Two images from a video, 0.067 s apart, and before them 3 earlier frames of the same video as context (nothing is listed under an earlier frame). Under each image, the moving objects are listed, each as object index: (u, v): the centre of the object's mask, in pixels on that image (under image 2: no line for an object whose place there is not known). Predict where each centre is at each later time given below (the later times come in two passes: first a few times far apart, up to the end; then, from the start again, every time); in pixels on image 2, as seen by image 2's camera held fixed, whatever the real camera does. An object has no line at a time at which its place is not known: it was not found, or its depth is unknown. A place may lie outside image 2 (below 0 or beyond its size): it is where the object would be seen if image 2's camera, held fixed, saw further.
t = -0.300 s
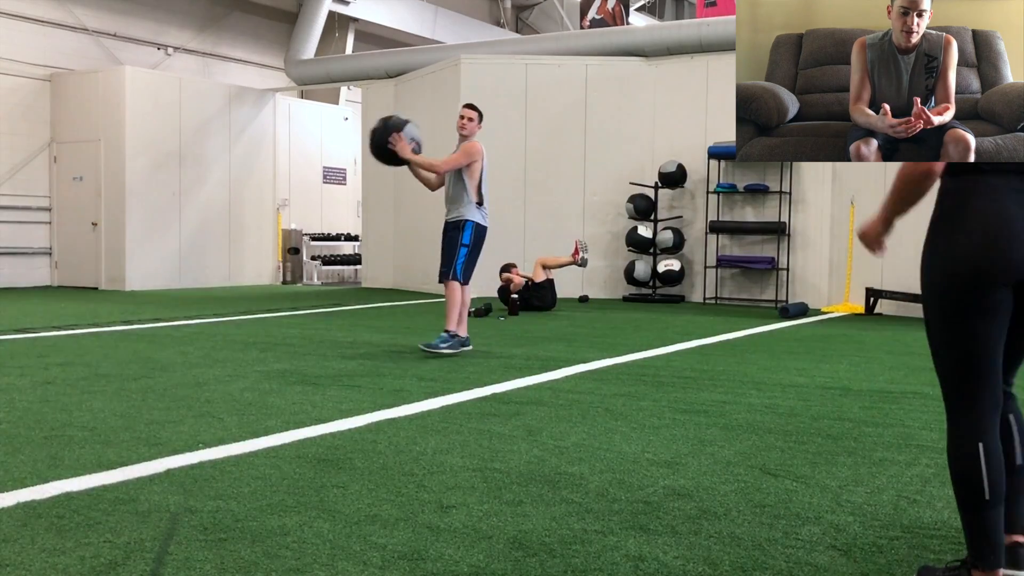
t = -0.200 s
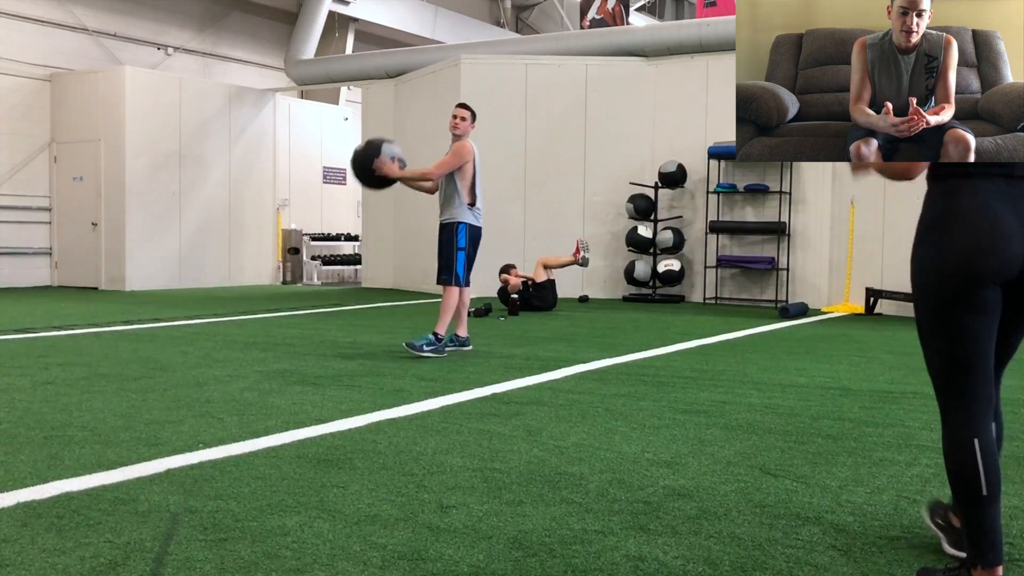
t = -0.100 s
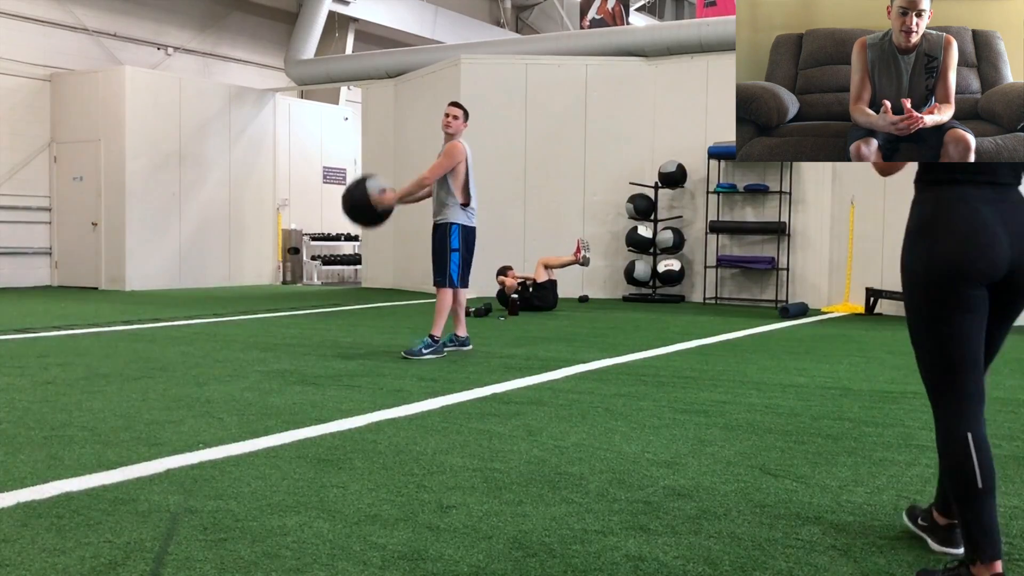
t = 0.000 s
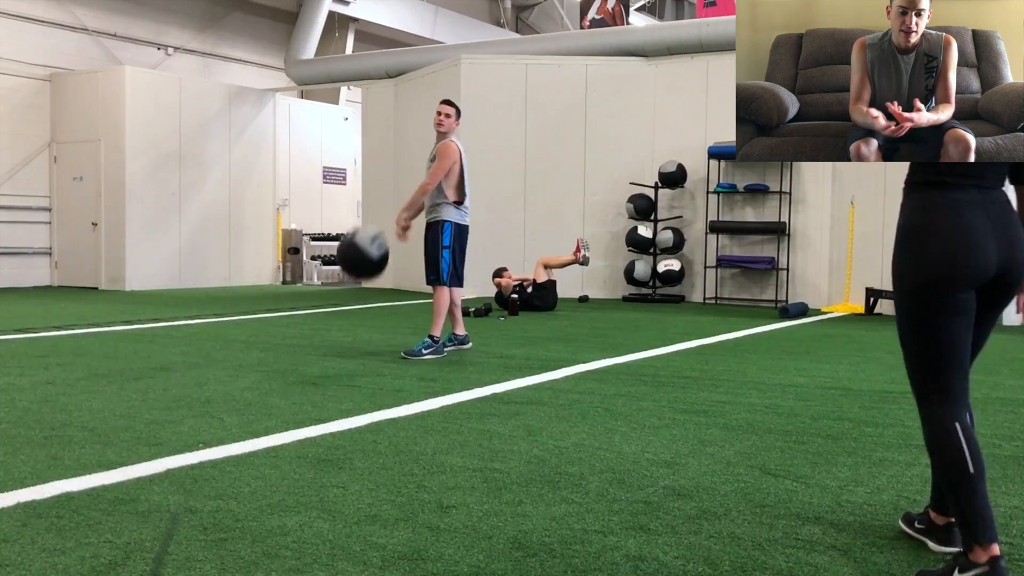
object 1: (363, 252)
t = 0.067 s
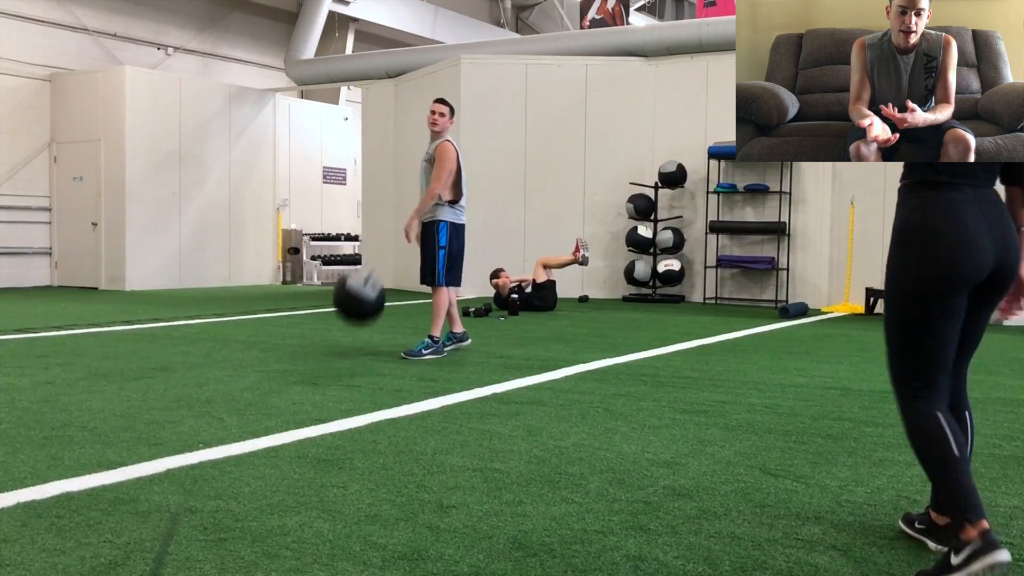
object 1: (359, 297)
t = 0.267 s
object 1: (347, 301)
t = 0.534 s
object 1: (331, 307)
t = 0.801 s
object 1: (319, 325)
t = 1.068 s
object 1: (311, 334)
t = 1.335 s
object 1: (305, 334)
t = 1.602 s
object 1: (303, 334)
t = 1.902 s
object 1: (303, 334)
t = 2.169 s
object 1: (303, 334)
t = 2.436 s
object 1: (303, 334)
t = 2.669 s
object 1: (303, 334)
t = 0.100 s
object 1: (357, 320)
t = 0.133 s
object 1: (355, 333)
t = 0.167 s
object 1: (353, 324)
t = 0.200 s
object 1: (351, 315)
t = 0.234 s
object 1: (349, 308)
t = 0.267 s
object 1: (347, 301)
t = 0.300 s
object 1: (345, 296)
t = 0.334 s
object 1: (344, 293)
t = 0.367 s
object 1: (342, 292)
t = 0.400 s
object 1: (340, 291)
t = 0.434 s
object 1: (338, 293)
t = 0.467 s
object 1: (336, 295)
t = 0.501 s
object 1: (334, 300)
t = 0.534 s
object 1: (331, 307)
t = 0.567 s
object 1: (329, 315)
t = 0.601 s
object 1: (327, 325)
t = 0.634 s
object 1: (325, 335)
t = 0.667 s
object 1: (324, 335)
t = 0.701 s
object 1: (322, 331)
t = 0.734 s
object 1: (321, 327)
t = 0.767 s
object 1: (320, 325)
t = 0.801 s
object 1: (319, 325)
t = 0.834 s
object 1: (318, 326)
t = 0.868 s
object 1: (317, 329)
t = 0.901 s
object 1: (316, 333)
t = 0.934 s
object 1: (315, 335)
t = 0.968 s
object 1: (314, 333)
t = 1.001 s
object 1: (313, 332)
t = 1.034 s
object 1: (312, 333)
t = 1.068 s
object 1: (311, 334)
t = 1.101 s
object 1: (310, 334)
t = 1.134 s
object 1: (309, 334)
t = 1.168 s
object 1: (308, 334)
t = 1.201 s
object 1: (307, 334)
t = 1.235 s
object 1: (307, 334)
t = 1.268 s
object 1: (306, 334)
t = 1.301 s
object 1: (305, 334)
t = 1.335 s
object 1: (305, 334)
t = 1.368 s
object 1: (304, 334)
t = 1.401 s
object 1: (304, 334)
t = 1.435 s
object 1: (304, 334)
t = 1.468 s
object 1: (304, 334)
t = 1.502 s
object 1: (303, 334)
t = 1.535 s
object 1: (303, 334)
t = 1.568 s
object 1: (303, 334)
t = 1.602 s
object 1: (303, 334)
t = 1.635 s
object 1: (303, 334)
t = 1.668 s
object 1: (303, 334)
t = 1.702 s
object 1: (303, 334)
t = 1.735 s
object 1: (303, 334)
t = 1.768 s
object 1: (303, 334)
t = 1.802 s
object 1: (303, 334)
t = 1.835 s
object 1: (303, 334)
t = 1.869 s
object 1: (303, 334)
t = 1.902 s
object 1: (303, 334)
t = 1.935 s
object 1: (303, 334)
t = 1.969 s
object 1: (303, 334)
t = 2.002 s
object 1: (303, 334)
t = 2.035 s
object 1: (303, 334)
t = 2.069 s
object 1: (303, 334)
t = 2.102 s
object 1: (303, 334)
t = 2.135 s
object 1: (303, 334)
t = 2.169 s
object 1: (303, 334)
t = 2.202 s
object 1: (303, 334)
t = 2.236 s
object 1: (303, 334)
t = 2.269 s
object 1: (303, 334)
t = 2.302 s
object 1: (303, 334)
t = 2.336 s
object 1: (303, 334)
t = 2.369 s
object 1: (303, 334)
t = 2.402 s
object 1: (303, 334)
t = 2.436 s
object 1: (303, 334)
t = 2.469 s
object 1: (303, 334)
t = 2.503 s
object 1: (303, 334)
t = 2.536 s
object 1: (303, 334)
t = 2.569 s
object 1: (303, 334)
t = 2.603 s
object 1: (303, 334)
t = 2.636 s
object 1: (303, 334)
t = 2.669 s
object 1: (303, 334)
